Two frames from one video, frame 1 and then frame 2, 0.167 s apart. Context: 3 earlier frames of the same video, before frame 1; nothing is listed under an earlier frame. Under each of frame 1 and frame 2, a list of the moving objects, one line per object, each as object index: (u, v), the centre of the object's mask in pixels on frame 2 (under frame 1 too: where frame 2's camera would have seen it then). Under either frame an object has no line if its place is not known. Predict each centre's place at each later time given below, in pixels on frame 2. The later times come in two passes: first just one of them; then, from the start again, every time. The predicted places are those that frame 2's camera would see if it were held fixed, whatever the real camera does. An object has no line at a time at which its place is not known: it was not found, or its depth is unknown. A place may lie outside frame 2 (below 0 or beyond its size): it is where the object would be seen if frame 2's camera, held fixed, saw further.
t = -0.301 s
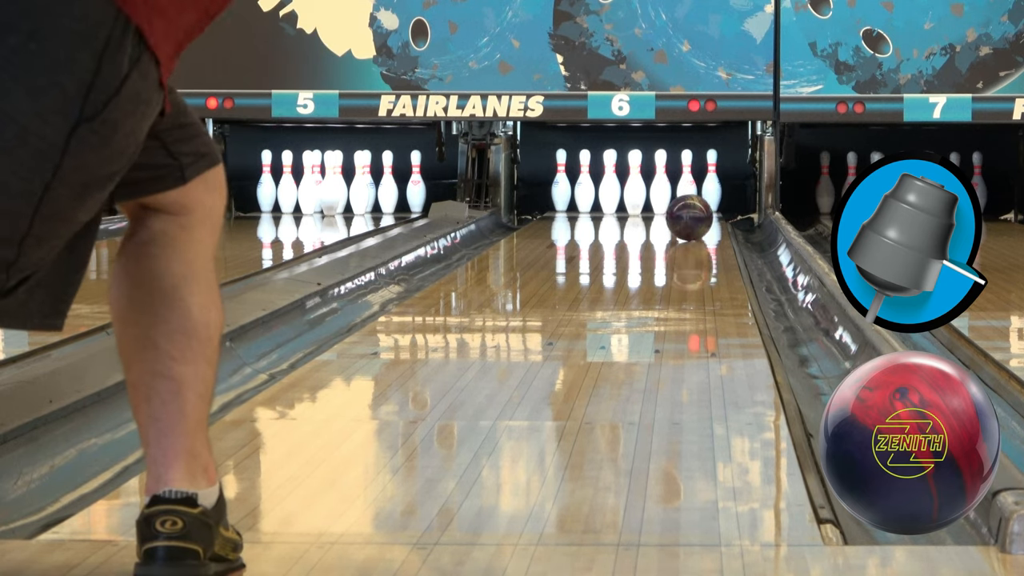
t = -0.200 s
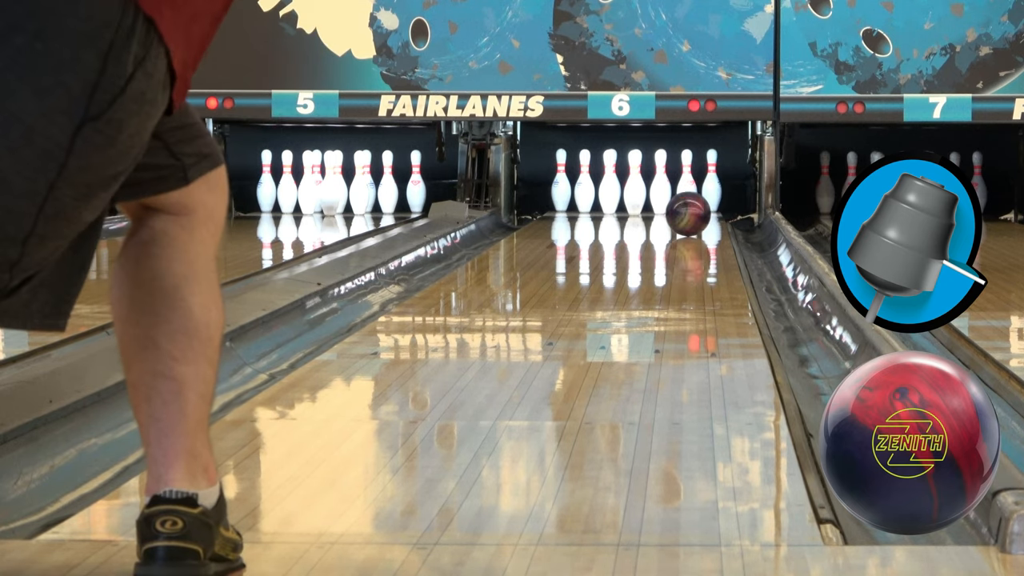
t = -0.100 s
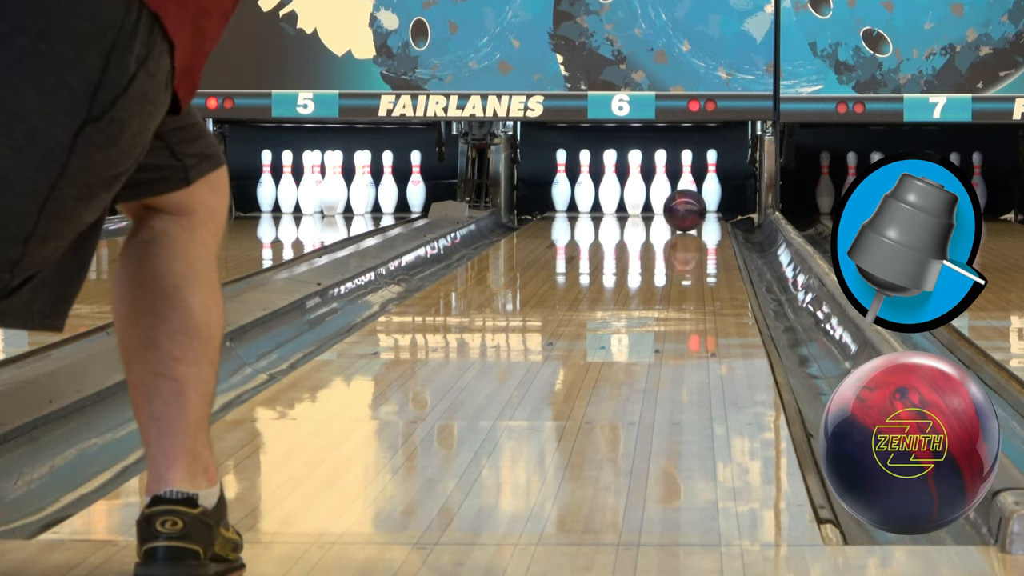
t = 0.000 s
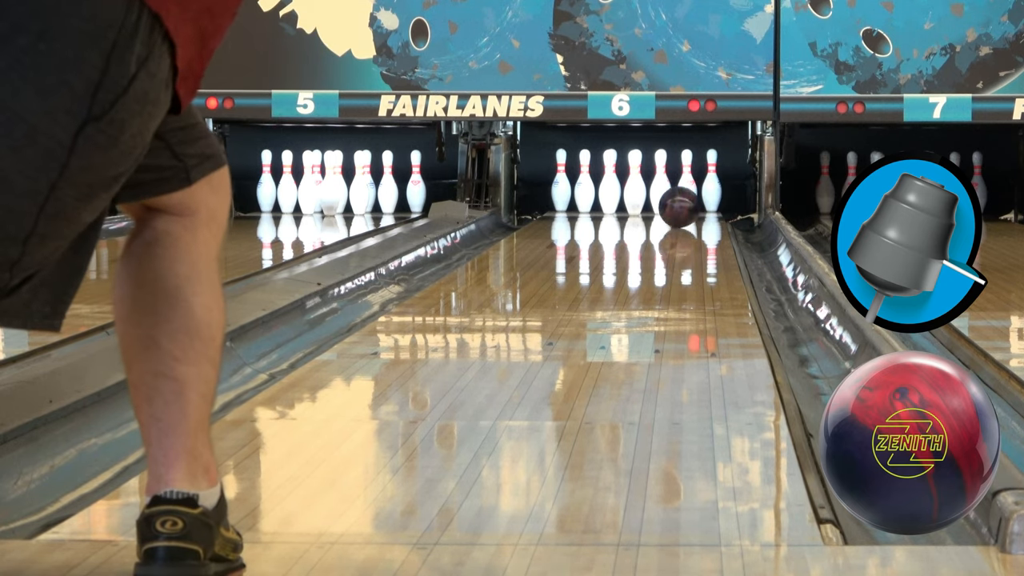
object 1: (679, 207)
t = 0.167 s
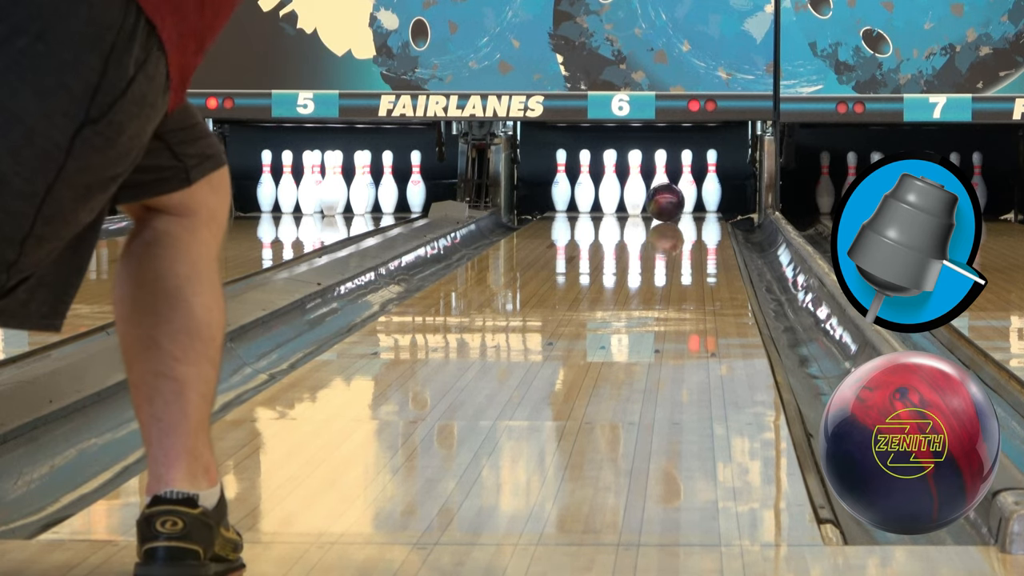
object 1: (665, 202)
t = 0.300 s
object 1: (651, 199)
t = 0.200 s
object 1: (662, 202)
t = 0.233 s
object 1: (658, 200)
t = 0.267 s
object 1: (655, 200)
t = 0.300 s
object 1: (651, 199)
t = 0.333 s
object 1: (647, 198)
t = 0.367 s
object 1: (642, 198)
